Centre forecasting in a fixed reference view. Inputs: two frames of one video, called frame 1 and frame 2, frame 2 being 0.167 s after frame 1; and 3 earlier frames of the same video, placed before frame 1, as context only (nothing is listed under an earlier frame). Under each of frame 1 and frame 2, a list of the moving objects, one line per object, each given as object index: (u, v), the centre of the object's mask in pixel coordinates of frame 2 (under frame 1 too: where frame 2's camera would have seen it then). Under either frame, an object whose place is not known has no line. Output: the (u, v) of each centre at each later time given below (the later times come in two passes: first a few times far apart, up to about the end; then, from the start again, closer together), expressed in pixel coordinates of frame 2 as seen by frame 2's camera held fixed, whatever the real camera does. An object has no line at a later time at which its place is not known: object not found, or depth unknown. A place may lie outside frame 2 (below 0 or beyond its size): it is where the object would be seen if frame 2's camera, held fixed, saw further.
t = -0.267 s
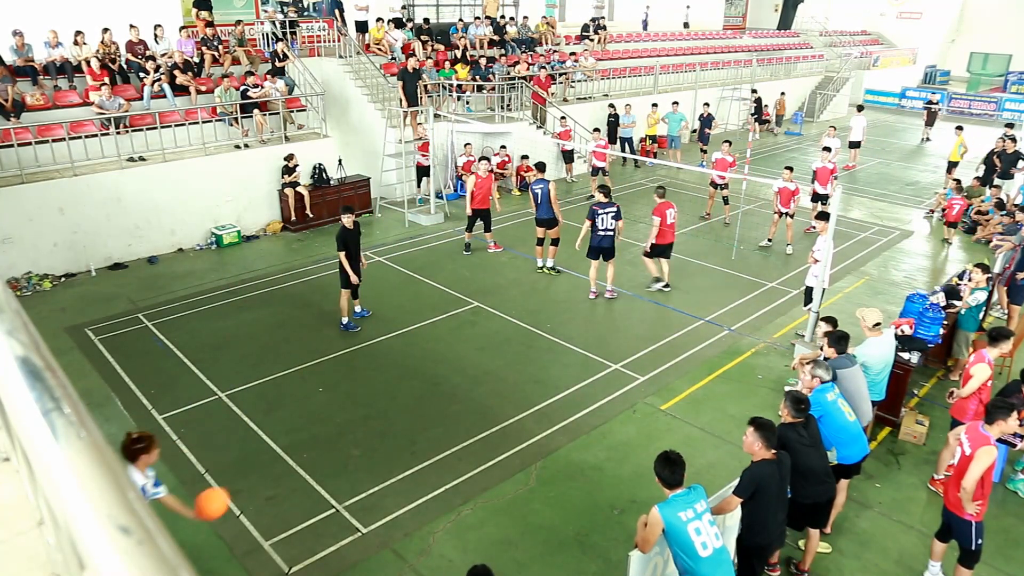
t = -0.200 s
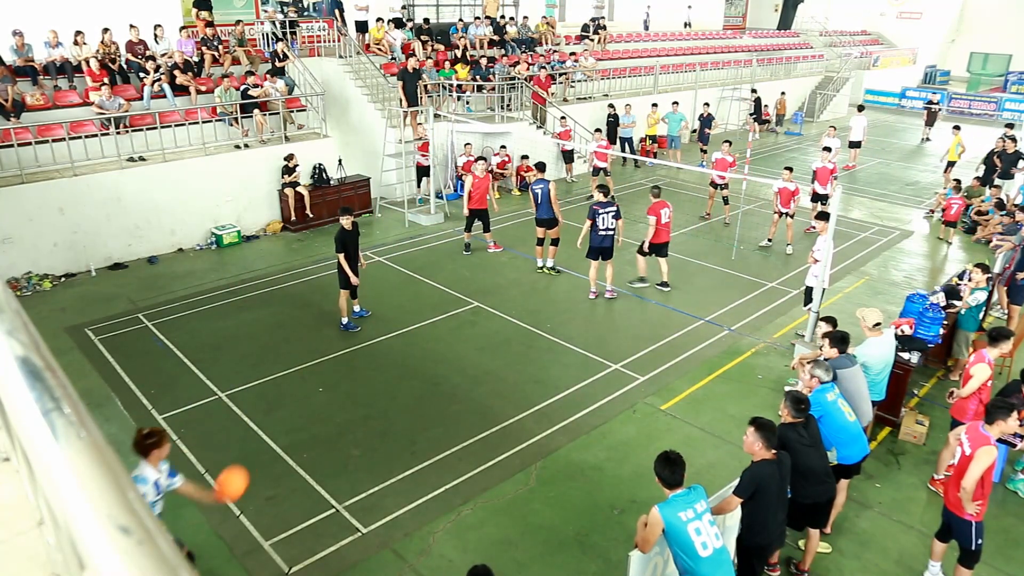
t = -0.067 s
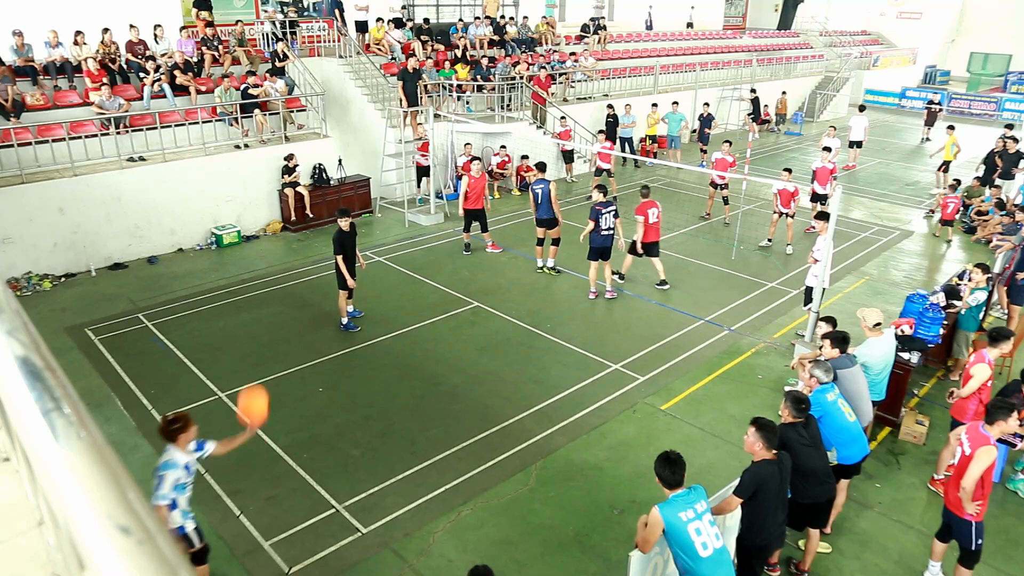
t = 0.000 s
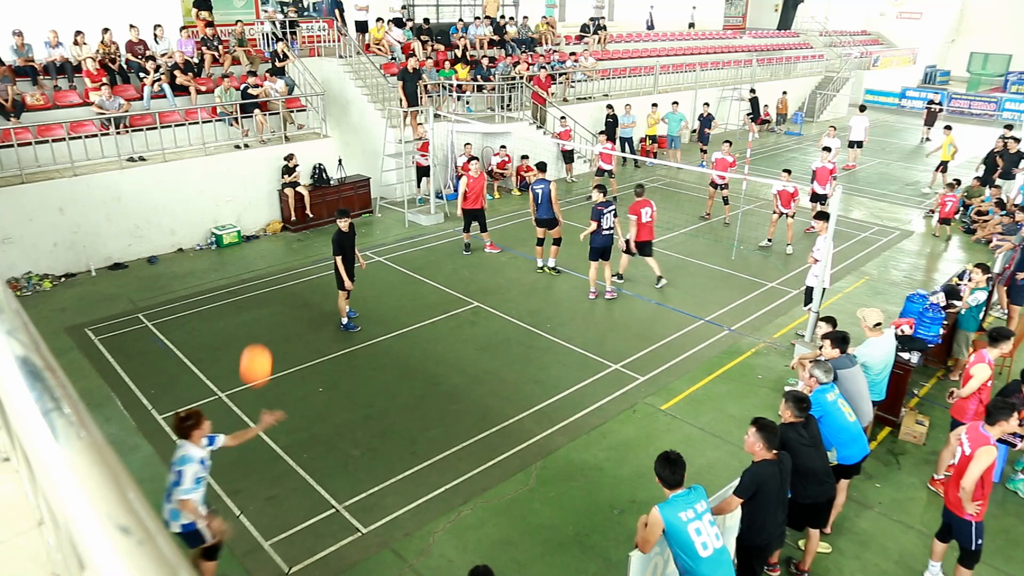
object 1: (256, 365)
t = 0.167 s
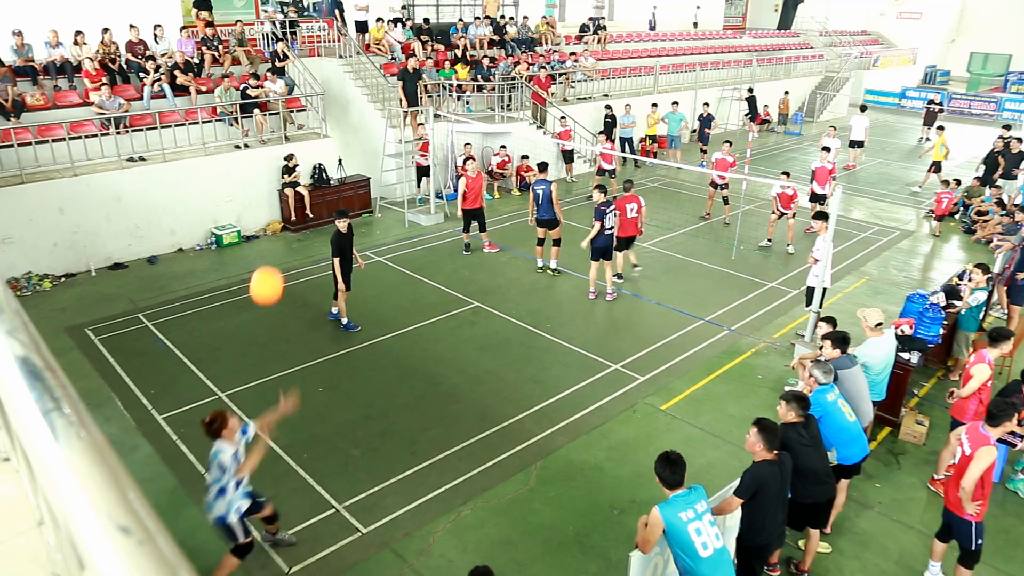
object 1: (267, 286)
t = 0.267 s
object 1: (276, 253)
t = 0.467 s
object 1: (300, 226)
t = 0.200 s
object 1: (269, 273)
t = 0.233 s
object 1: (273, 262)
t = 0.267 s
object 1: (276, 253)
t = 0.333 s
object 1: (283, 238)
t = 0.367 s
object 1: (287, 233)
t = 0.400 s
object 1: (291, 229)
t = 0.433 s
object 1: (295, 227)
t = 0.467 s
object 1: (300, 226)
